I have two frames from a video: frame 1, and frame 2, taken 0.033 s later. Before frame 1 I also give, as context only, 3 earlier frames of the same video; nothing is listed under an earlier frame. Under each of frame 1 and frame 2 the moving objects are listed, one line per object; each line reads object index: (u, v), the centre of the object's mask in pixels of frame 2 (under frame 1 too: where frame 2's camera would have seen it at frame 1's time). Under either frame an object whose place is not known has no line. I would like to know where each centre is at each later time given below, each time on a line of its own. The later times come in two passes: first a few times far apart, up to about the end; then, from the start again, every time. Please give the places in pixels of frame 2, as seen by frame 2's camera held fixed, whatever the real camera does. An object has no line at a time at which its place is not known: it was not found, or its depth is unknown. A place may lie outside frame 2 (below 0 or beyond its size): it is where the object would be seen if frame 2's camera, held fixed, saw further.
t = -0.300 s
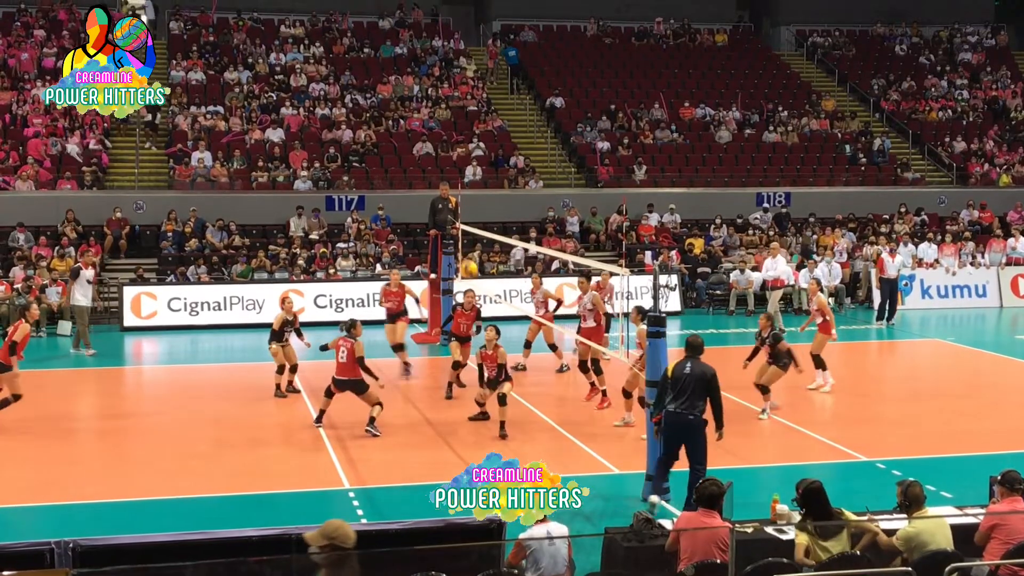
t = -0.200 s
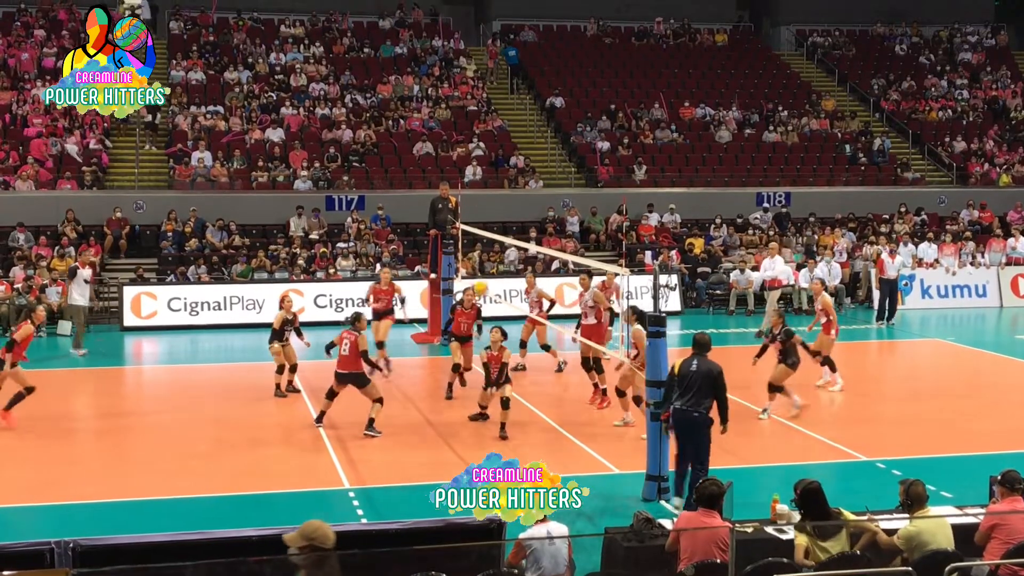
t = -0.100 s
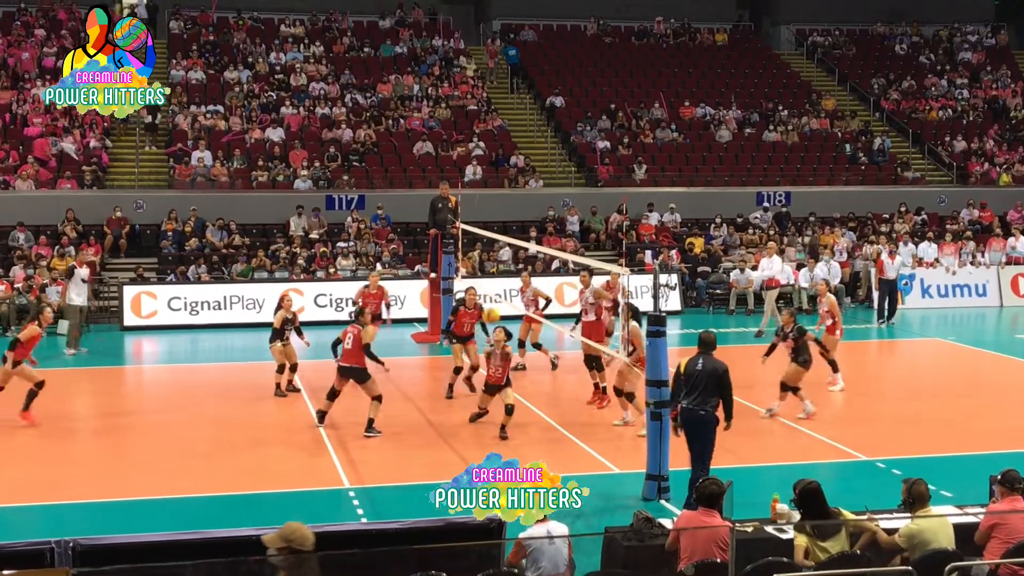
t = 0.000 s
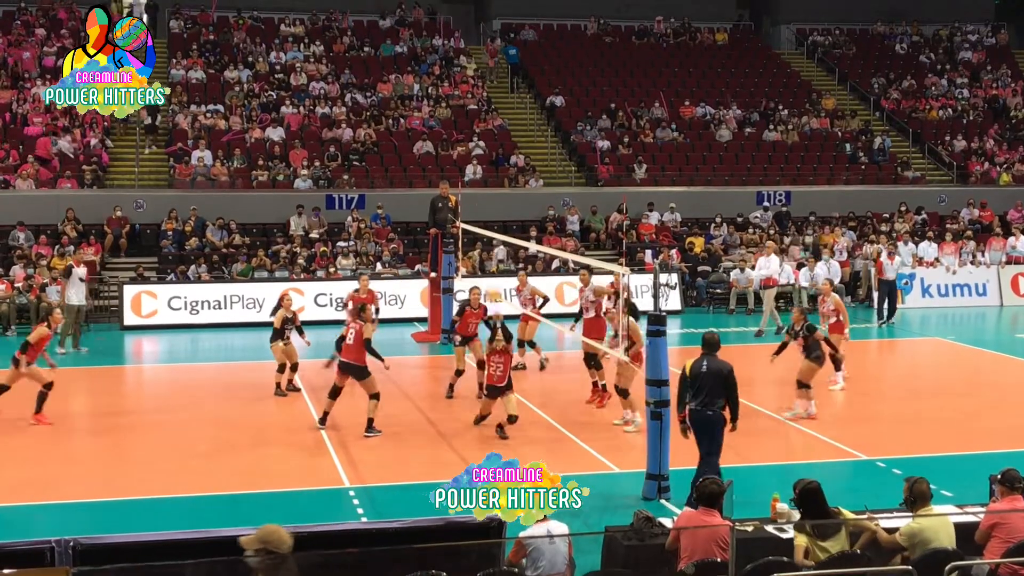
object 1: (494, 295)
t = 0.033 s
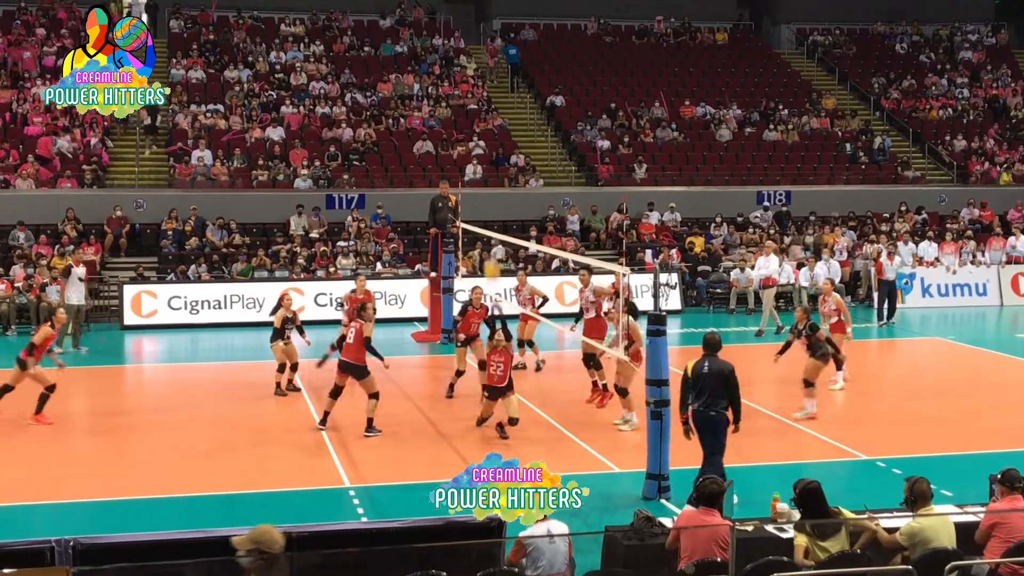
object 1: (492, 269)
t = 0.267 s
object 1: (478, 156)
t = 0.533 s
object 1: (462, 87)
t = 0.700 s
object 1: (453, 74)
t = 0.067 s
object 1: (488, 251)
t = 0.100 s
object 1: (487, 232)
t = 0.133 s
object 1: (486, 214)
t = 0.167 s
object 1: (484, 199)
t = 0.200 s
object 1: (482, 182)
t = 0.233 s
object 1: (480, 170)
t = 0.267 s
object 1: (478, 156)
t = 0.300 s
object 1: (476, 145)
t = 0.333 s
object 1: (473, 133)
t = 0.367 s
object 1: (471, 123)
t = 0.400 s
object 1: (470, 114)
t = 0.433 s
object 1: (468, 107)
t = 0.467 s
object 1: (466, 99)
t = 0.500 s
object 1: (464, 93)
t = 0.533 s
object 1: (462, 87)
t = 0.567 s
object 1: (460, 82)
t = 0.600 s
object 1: (458, 79)
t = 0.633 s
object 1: (456, 77)
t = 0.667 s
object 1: (454, 75)
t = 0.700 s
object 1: (453, 74)
